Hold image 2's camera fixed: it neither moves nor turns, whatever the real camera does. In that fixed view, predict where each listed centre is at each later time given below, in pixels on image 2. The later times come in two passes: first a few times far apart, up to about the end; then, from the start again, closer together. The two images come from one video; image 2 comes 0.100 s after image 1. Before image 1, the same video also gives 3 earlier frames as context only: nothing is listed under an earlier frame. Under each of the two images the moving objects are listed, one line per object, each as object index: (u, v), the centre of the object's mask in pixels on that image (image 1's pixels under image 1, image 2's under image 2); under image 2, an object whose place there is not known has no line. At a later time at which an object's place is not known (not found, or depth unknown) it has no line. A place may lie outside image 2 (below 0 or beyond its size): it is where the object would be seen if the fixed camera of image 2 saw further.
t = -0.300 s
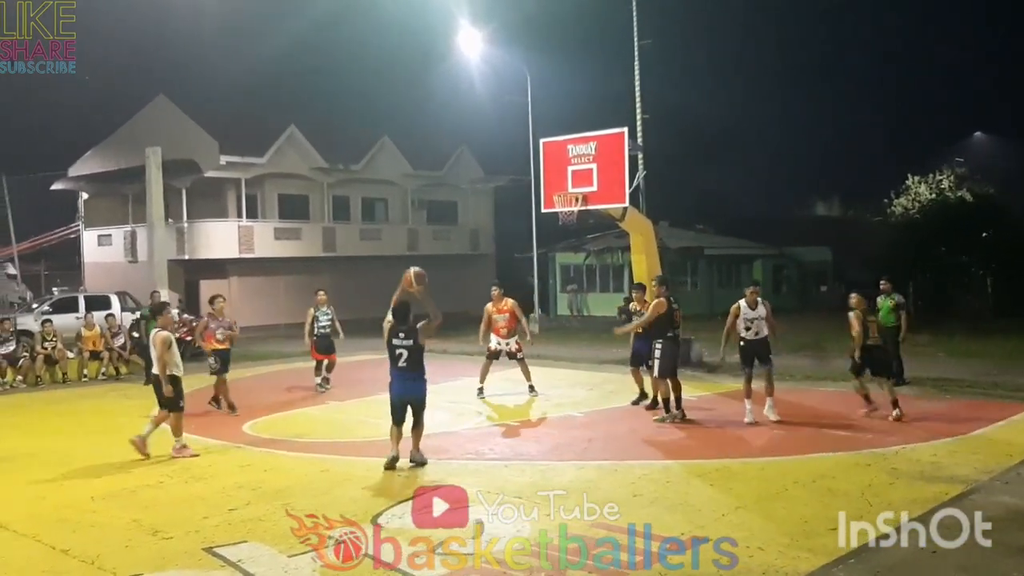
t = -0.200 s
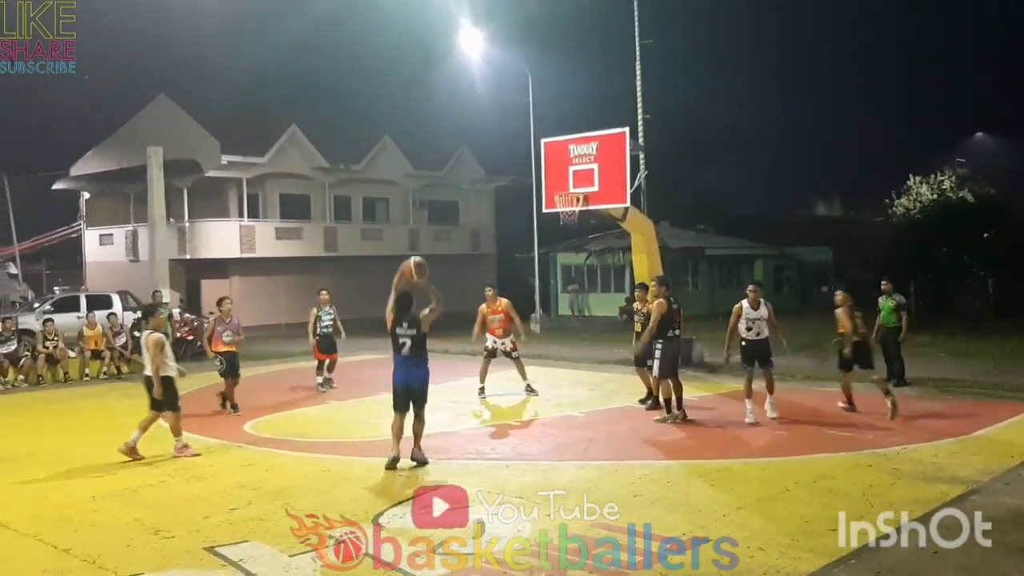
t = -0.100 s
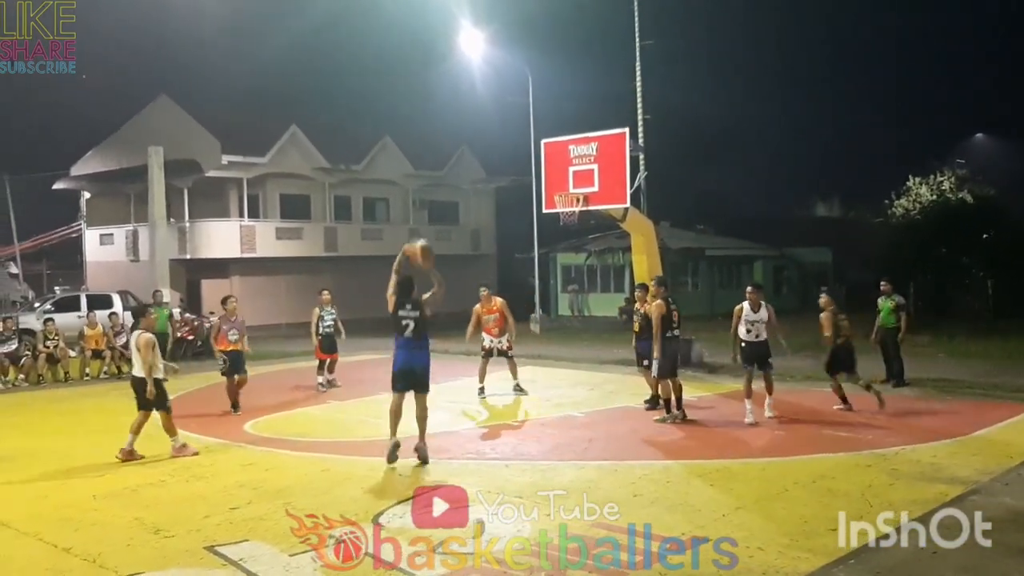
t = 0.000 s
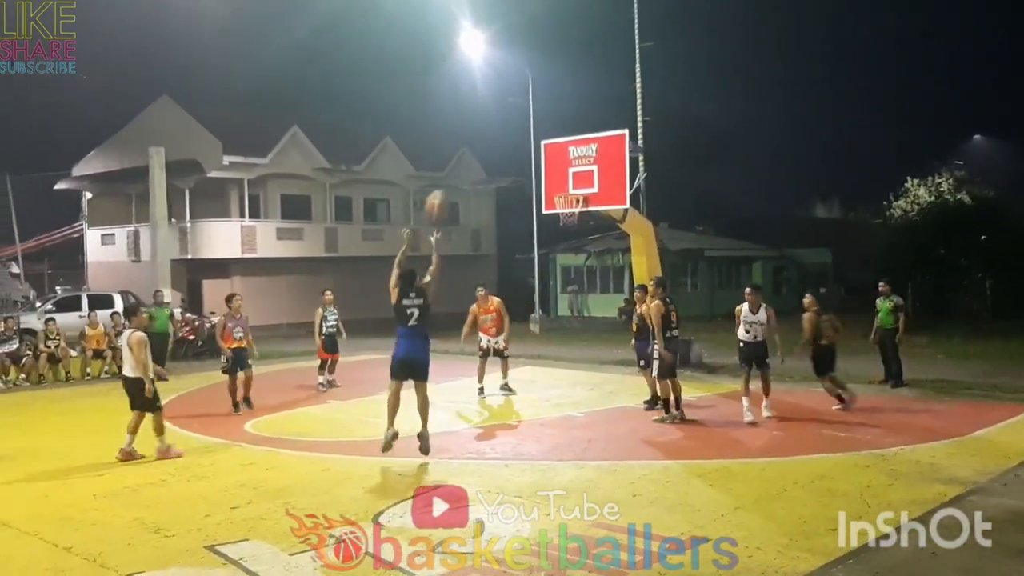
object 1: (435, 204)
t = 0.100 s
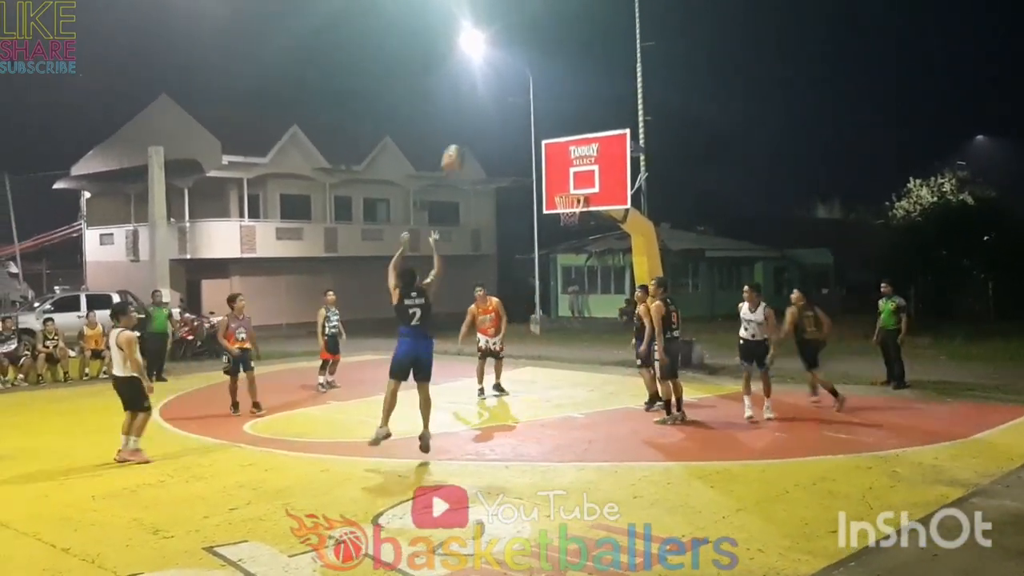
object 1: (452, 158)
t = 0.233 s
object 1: (470, 115)
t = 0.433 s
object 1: (498, 86)
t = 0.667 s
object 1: (523, 89)
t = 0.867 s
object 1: (542, 121)
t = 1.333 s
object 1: (547, 165)
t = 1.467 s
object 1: (536, 166)
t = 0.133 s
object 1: (455, 145)
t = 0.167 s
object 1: (460, 134)
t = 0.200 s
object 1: (465, 124)
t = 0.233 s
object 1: (470, 115)
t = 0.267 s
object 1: (475, 107)
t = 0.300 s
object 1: (479, 101)
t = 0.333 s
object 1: (484, 96)
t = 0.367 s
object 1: (489, 90)
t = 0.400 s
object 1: (494, 88)
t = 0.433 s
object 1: (498, 86)
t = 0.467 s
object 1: (502, 84)
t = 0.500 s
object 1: (505, 82)
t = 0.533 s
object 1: (508, 82)
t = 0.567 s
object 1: (512, 82)
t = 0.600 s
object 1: (516, 83)
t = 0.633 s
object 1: (519, 86)
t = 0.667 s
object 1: (523, 89)
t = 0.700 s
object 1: (526, 93)
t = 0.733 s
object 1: (530, 97)
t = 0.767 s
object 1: (533, 102)
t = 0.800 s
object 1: (536, 107)
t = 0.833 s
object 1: (539, 114)
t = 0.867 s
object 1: (542, 121)
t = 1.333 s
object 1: (547, 165)
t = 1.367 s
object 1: (544, 165)
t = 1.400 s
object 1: (542, 165)
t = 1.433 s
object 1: (539, 165)
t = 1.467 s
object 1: (536, 166)
